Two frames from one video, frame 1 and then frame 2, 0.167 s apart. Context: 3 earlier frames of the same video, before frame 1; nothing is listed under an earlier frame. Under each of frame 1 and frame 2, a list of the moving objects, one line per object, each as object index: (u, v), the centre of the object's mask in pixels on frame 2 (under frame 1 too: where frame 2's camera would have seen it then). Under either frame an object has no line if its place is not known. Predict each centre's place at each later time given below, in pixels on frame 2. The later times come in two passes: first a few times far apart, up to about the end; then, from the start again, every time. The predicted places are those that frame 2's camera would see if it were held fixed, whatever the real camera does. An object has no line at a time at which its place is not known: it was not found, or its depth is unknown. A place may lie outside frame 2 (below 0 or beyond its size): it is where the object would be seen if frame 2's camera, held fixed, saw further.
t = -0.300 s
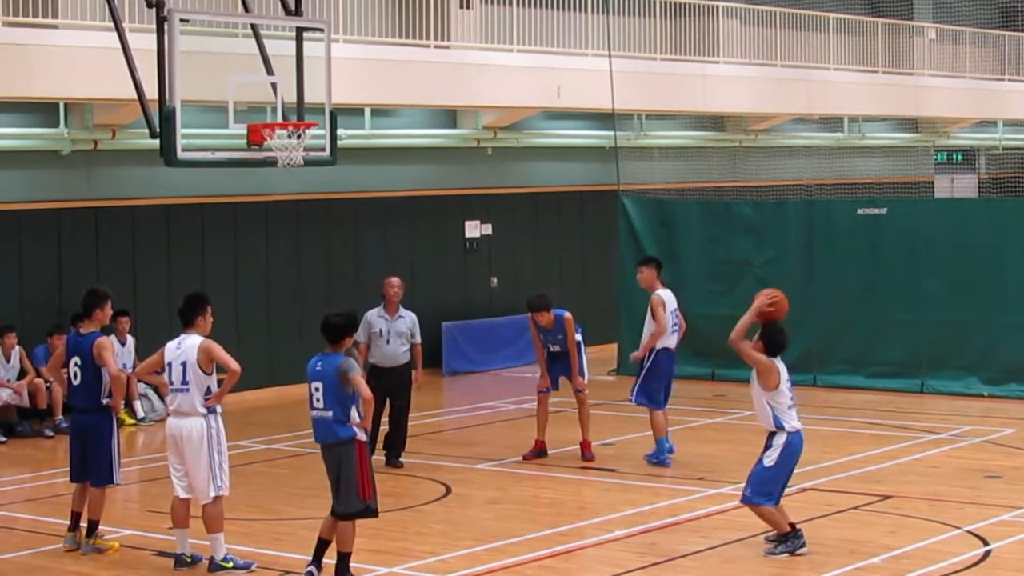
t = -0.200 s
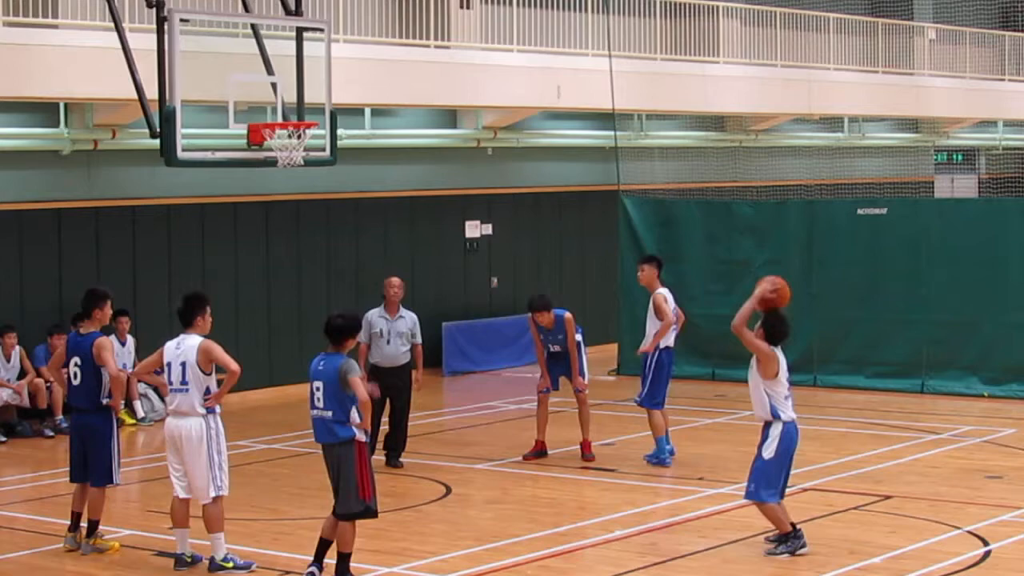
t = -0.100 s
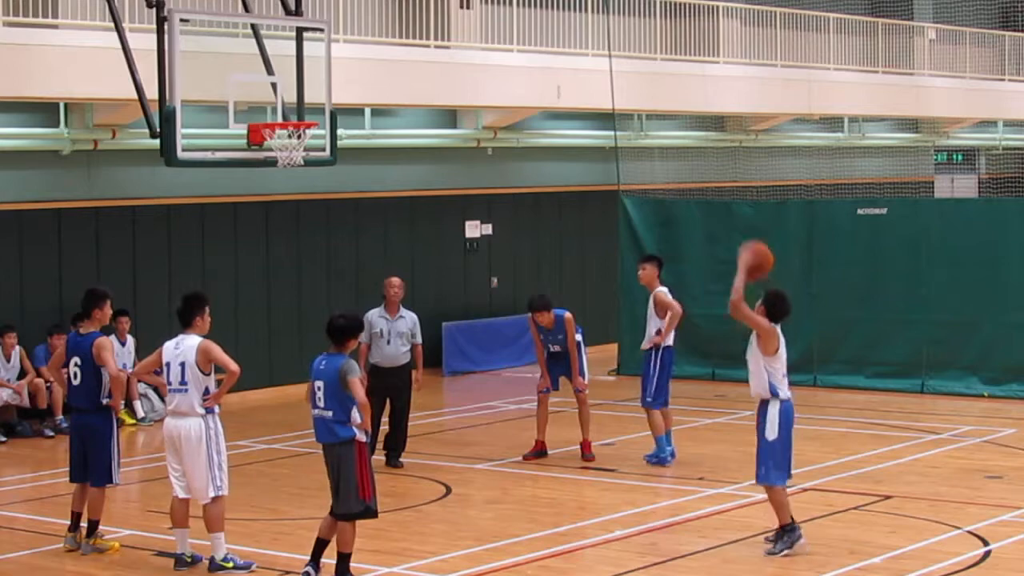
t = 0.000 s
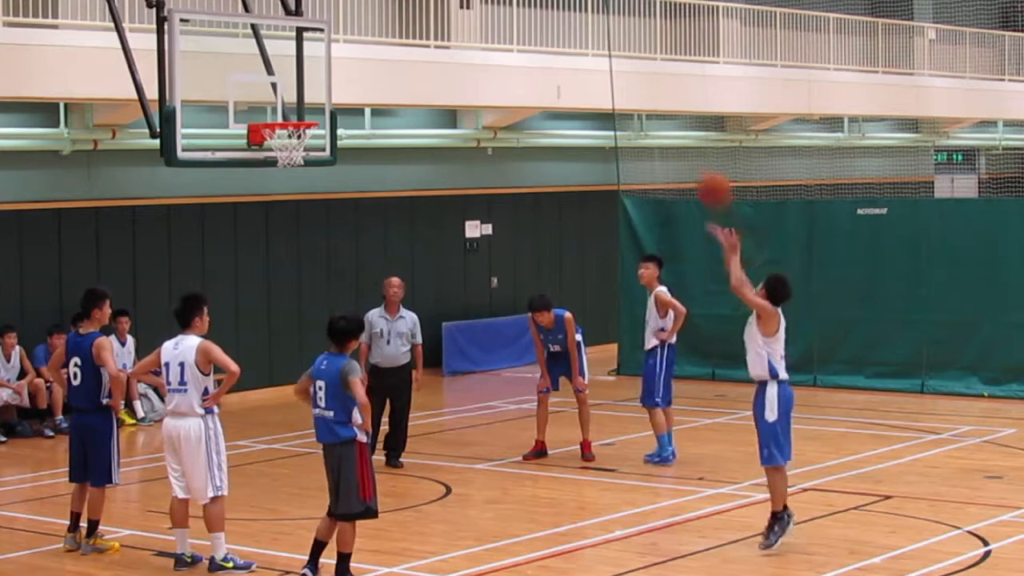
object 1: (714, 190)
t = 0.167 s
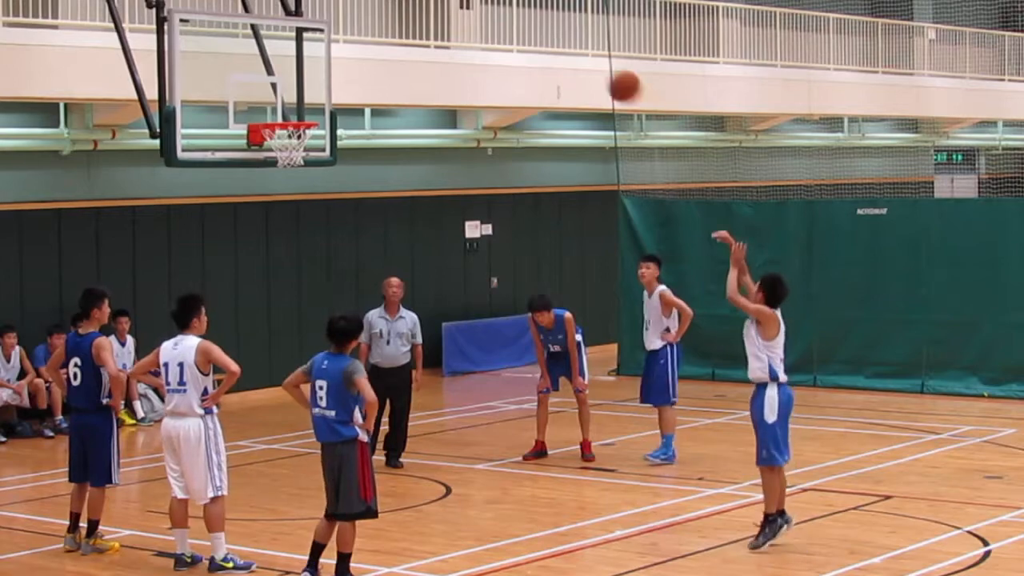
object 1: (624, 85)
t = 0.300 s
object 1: (559, 34)
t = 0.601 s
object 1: (423, 9)
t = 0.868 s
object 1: (317, 74)
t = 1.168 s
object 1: (295, 142)
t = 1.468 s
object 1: (289, 177)
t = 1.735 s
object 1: (299, 278)
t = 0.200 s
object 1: (608, 71)
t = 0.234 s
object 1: (590, 56)
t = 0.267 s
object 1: (574, 44)
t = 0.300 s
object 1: (559, 34)
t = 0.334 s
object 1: (542, 25)
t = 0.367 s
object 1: (527, 18)
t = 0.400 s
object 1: (511, 13)
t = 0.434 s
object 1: (496, 10)
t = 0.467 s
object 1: (480, 9)
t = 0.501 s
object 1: (466, 8)
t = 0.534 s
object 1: (451, 8)
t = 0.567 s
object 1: (437, 8)
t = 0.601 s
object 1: (423, 9)
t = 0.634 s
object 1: (408, 11)
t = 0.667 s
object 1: (395, 16)
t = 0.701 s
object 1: (381, 23)
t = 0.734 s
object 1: (368, 29)
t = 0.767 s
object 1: (355, 39)
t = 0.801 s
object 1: (342, 50)
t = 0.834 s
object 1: (329, 61)
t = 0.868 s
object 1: (317, 74)
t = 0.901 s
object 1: (304, 88)
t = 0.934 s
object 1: (292, 103)
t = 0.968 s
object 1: (280, 114)
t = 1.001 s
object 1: (286, 120)
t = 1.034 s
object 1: (298, 140)
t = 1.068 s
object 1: (303, 138)
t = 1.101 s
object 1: (302, 138)
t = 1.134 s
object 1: (298, 140)
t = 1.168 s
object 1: (295, 142)
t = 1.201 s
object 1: (292, 144)
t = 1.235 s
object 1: (290, 147)
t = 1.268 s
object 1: (286, 151)
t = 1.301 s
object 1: (285, 153)
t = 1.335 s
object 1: (286, 154)
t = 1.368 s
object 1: (287, 156)
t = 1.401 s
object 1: (287, 157)
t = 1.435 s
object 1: (287, 172)
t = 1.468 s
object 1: (289, 177)
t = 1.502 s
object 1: (290, 184)
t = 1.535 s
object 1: (291, 193)
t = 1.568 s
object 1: (293, 205)
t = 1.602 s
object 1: (294, 217)
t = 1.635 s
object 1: (295, 230)
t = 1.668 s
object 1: (297, 245)
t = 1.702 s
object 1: (298, 260)
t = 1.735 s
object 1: (299, 278)
